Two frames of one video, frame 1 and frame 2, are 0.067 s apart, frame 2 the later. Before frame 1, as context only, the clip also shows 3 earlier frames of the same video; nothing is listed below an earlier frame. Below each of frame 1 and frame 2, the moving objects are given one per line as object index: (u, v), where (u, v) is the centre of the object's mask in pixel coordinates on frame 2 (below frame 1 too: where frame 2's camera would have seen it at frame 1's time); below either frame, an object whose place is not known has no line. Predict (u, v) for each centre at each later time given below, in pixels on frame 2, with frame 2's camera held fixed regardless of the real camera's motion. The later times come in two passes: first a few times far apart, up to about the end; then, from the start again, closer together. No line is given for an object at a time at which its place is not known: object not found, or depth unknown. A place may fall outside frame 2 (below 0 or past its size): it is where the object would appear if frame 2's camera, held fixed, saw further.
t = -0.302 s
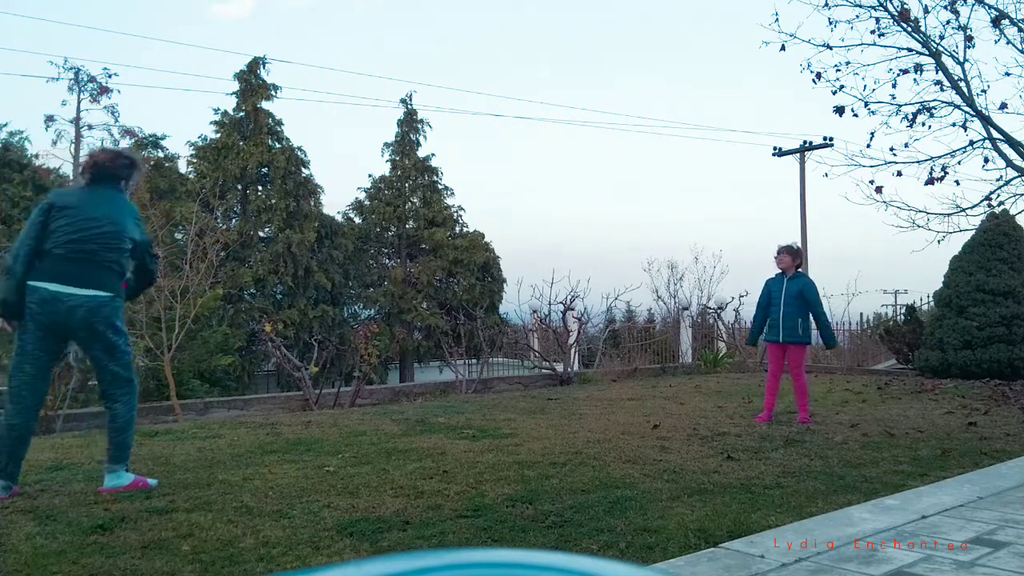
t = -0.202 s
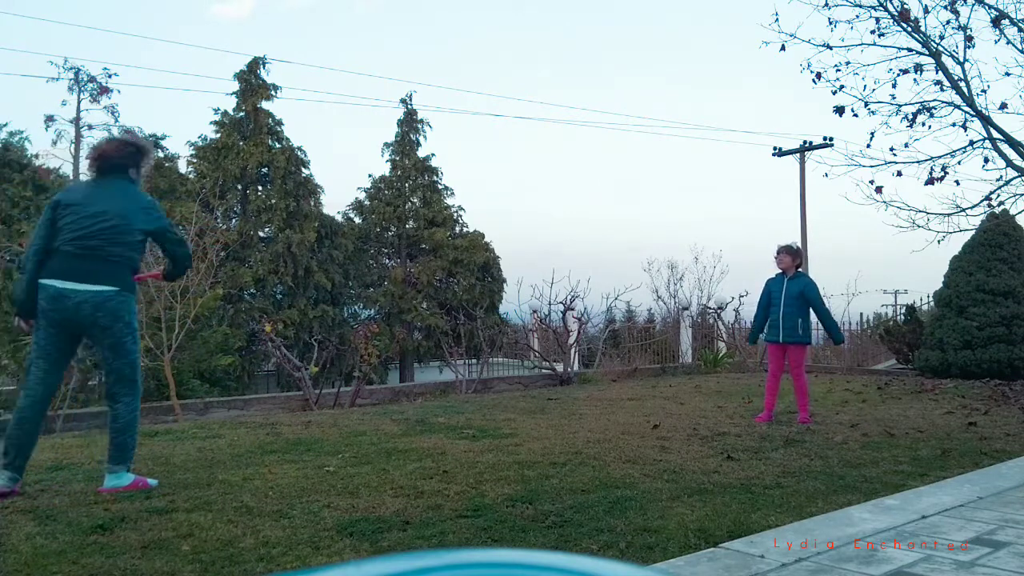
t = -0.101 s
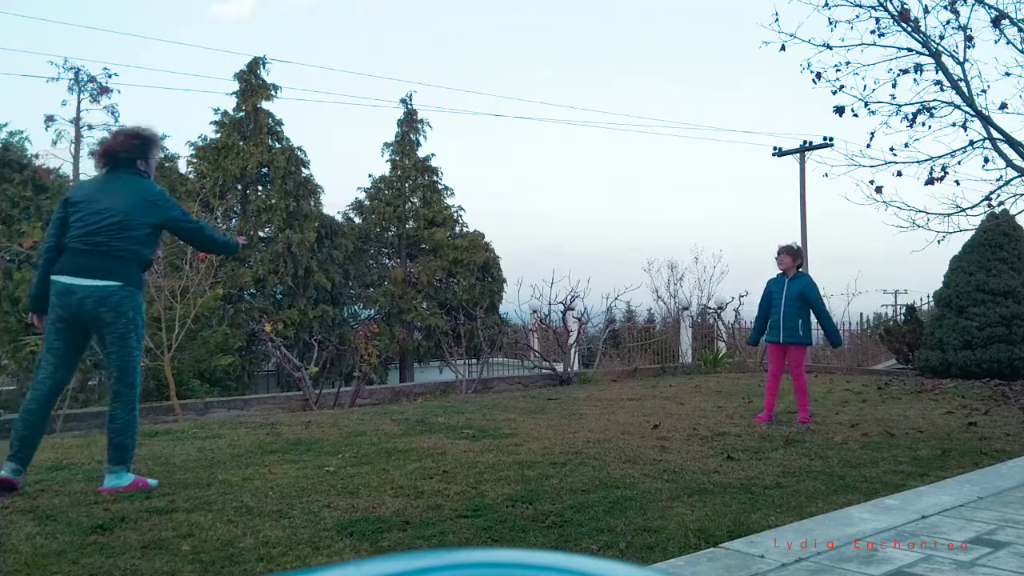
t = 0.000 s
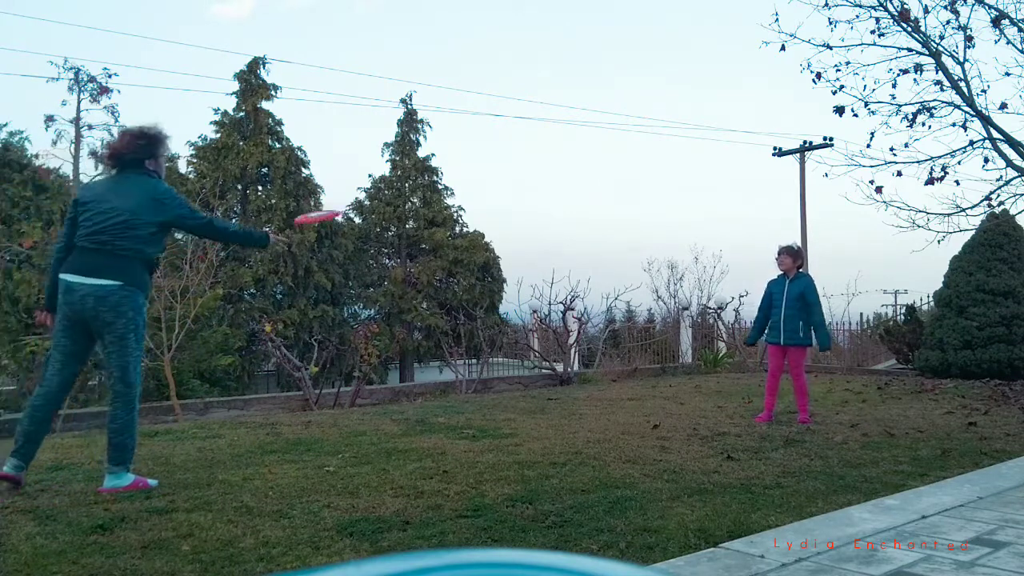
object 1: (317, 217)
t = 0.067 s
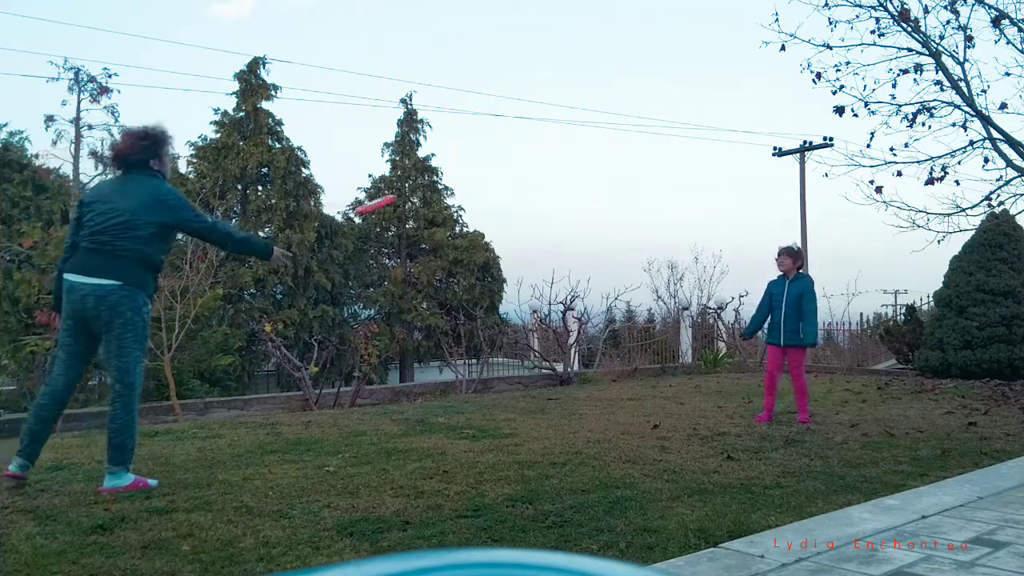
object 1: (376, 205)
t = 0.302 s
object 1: (535, 189)
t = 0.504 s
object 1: (636, 199)
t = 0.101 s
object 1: (402, 200)
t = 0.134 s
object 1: (428, 197)
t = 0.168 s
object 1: (450, 195)
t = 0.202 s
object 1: (474, 192)
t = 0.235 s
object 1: (496, 191)
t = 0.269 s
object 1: (516, 190)
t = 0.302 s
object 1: (535, 189)
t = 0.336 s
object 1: (553, 190)
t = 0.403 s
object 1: (589, 192)
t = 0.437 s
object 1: (605, 194)
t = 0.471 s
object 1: (621, 196)
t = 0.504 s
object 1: (636, 199)
